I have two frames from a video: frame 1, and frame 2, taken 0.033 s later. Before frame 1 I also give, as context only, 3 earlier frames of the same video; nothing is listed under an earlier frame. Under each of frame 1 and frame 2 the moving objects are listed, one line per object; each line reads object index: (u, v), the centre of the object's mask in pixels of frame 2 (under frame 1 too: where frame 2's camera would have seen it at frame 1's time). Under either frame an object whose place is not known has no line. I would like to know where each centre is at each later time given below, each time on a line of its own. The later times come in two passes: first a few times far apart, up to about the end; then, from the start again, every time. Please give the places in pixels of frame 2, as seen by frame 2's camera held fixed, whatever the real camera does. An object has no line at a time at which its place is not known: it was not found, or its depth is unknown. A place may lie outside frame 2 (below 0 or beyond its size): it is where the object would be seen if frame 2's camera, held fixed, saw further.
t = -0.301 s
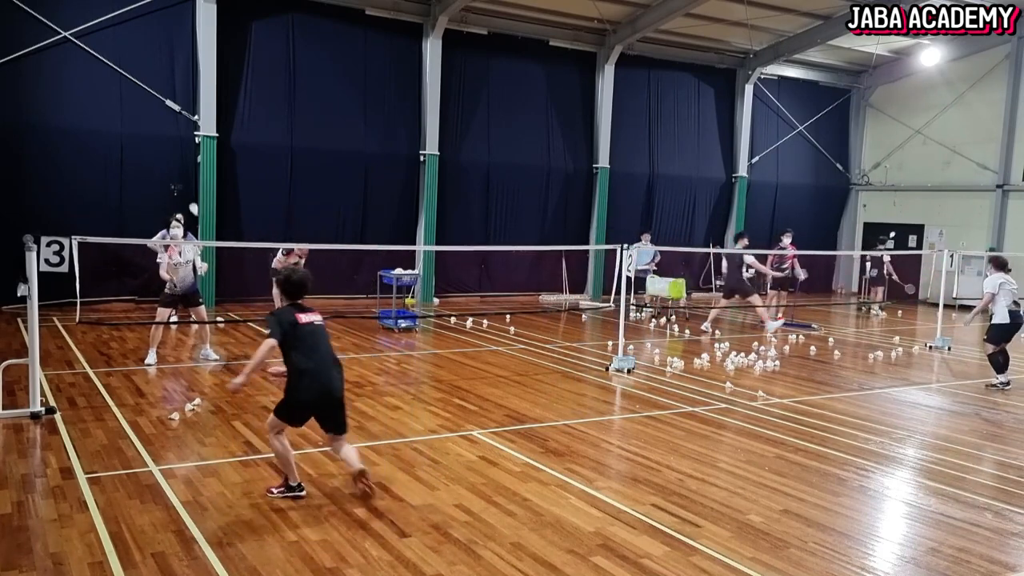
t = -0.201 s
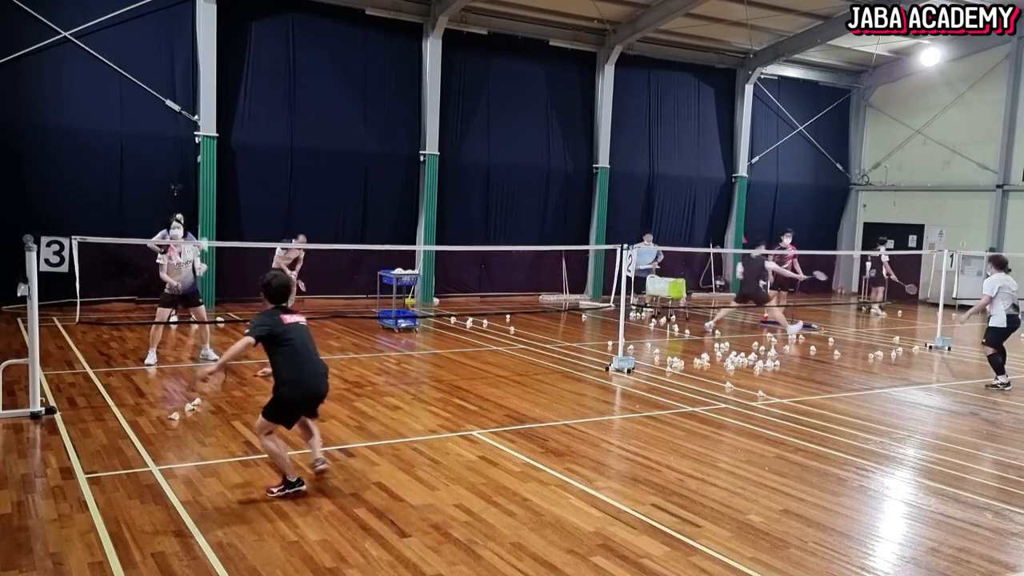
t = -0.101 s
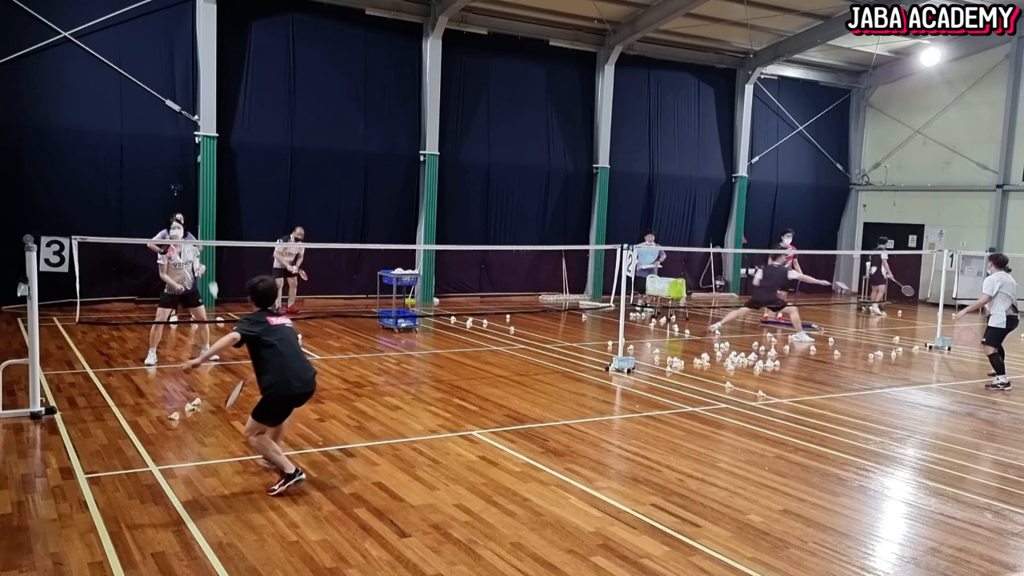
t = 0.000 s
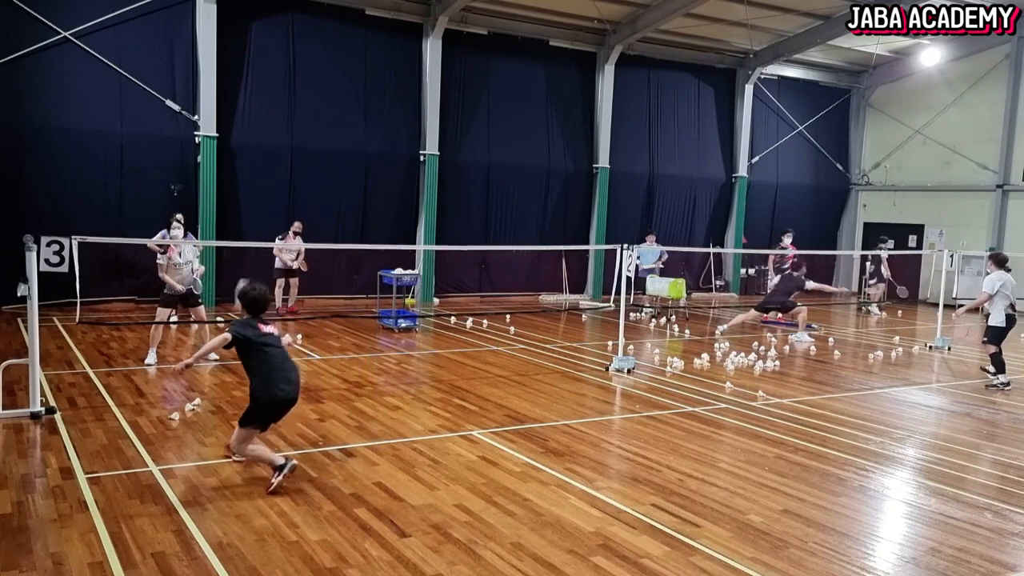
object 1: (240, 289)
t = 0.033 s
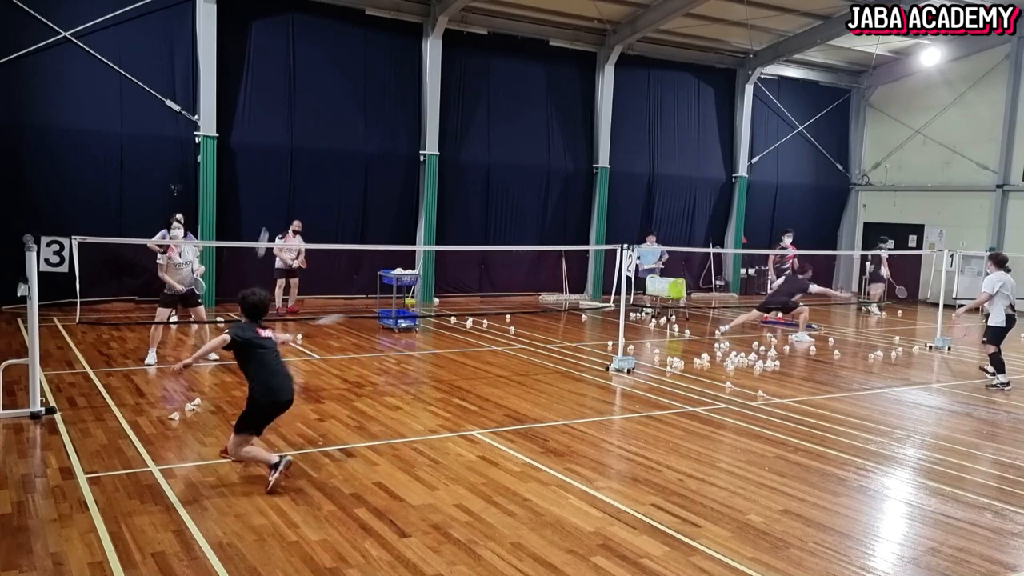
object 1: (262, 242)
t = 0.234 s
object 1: (308, 103)
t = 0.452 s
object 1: (330, 64)
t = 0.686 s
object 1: (344, 73)
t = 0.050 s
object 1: (268, 221)
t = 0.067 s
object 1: (274, 202)
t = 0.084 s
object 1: (280, 185)
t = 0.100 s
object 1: (284, 171)
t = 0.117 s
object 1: (286, 159)
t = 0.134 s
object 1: (289, 149)
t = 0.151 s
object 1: (292, 139)
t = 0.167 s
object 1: (296, 130)
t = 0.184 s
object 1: (299, 122)
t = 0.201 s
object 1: (303, 115)
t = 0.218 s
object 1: (305, 109)
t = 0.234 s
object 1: (308, 103)
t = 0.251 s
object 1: (310, 97)
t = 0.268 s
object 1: (312, 92)
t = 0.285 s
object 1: (314, 88)
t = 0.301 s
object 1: (316, 84)
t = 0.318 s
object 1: (318, 81)
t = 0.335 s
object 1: (319, 77)
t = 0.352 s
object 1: (321, 75)
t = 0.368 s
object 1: (323, 72)
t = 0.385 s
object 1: (324, 70)
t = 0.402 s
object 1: (326, 68)
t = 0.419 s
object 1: (327, 67)
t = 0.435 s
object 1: (329, 65)
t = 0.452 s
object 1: (330, 64)
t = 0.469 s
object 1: (331, 64)
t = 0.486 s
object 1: (332, 63)
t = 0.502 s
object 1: (333, 63)
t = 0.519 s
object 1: (335, 63)
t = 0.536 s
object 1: (336, 63)
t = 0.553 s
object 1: (337, 64)
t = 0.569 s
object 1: (338, 64)
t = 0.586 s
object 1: (338, 65)
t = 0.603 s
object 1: (339, 66)
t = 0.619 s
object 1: (340, 67)
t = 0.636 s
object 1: (341, 68)
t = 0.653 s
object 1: (342, 70)
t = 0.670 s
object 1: (343, 72)
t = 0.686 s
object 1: (344, 73)
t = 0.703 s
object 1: (344, 75)
